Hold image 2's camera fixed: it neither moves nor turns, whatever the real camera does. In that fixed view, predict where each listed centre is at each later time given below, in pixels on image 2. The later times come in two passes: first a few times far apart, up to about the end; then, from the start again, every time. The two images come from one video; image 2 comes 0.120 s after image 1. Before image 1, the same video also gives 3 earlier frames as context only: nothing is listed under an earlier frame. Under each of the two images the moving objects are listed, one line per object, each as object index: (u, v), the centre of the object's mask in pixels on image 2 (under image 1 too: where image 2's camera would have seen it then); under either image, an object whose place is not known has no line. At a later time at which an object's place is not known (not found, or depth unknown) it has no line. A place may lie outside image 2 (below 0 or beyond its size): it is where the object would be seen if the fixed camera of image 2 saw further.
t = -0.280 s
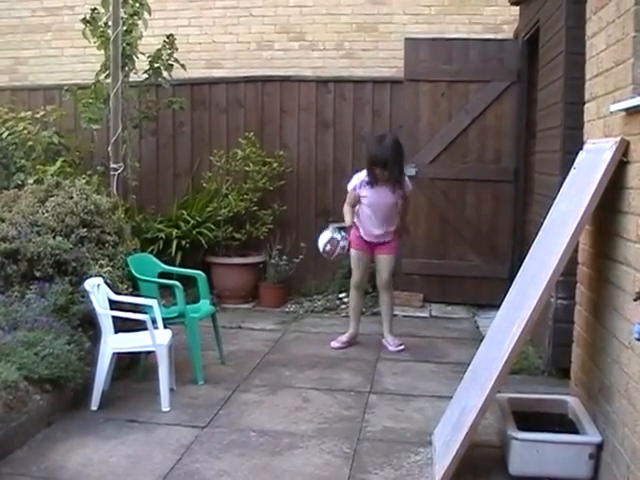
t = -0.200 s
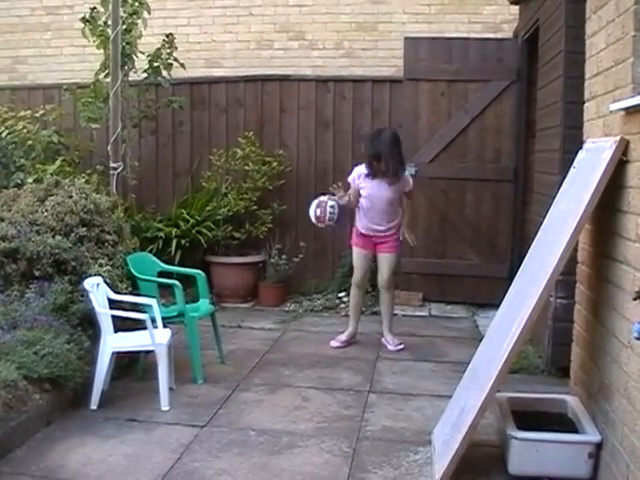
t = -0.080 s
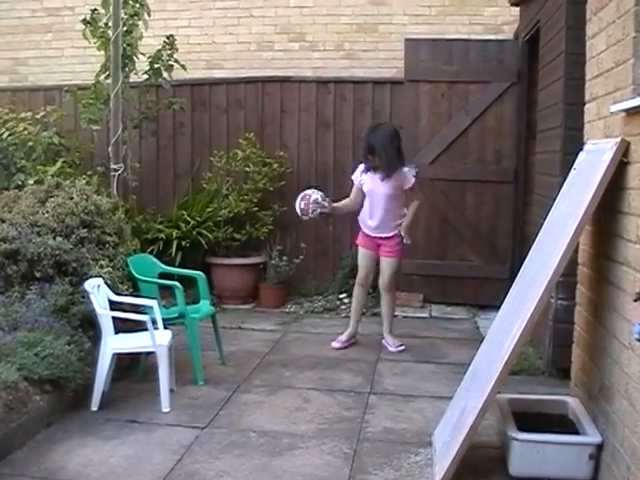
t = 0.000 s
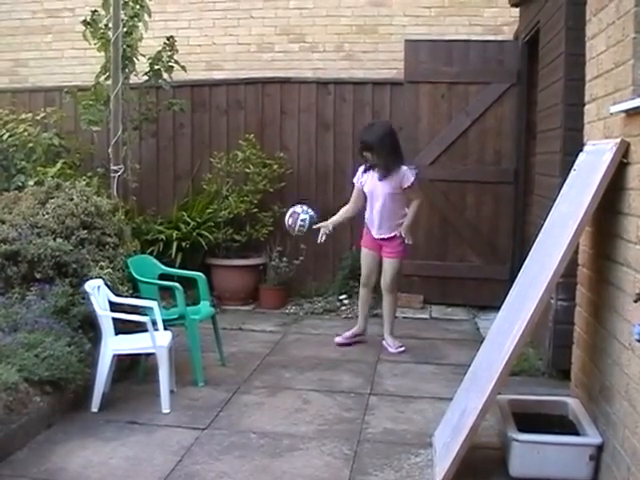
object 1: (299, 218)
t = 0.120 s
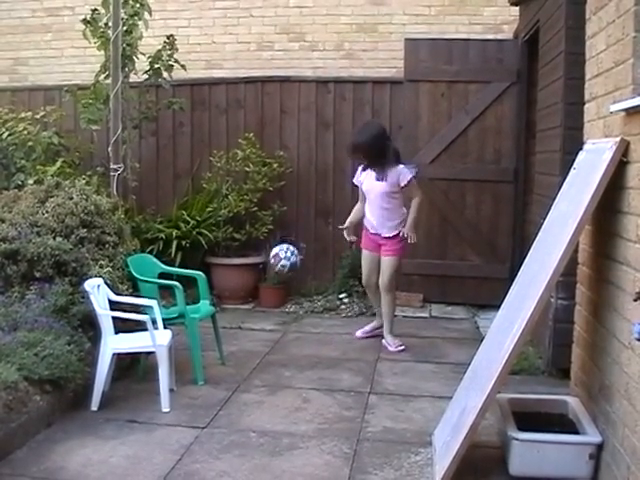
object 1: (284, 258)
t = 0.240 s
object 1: (269, 314)
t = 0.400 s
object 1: (260, 249)
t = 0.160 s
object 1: (279, 275)
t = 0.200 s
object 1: (274, 295)
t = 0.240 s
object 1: (269, 314)
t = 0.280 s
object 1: (267, 294)
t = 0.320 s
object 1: (265, 276)
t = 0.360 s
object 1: (263, 262)
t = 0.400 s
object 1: (260, 249)
